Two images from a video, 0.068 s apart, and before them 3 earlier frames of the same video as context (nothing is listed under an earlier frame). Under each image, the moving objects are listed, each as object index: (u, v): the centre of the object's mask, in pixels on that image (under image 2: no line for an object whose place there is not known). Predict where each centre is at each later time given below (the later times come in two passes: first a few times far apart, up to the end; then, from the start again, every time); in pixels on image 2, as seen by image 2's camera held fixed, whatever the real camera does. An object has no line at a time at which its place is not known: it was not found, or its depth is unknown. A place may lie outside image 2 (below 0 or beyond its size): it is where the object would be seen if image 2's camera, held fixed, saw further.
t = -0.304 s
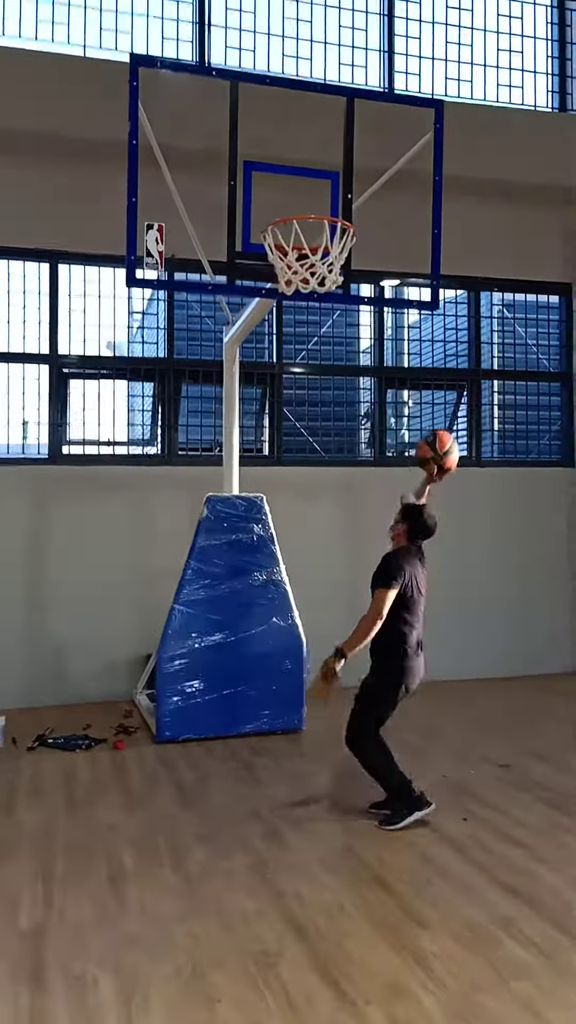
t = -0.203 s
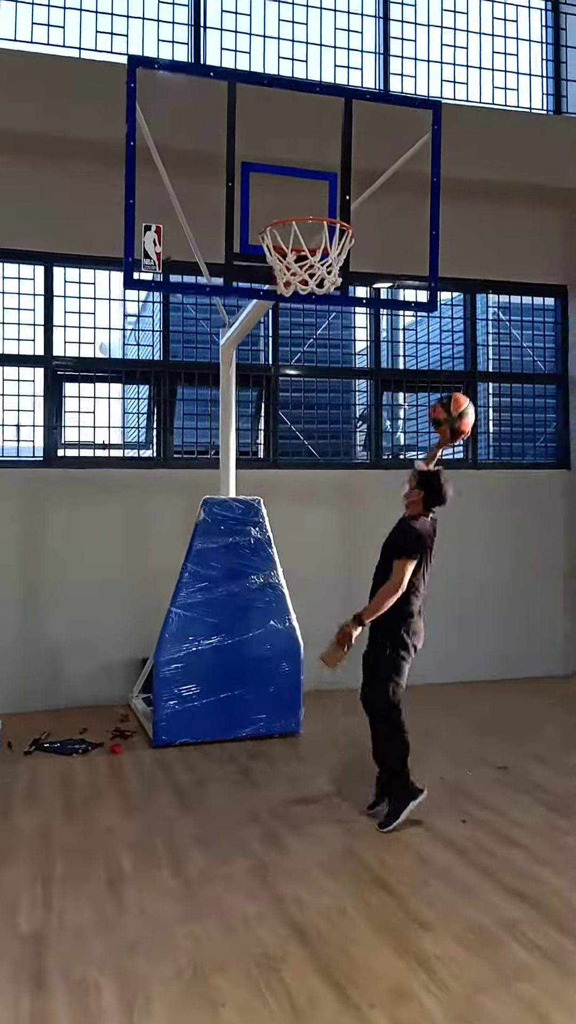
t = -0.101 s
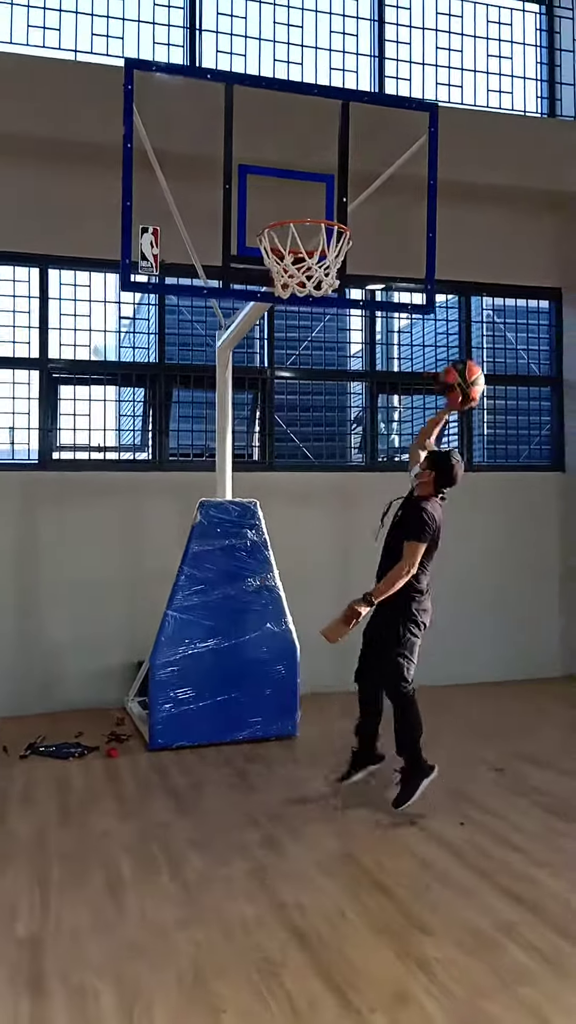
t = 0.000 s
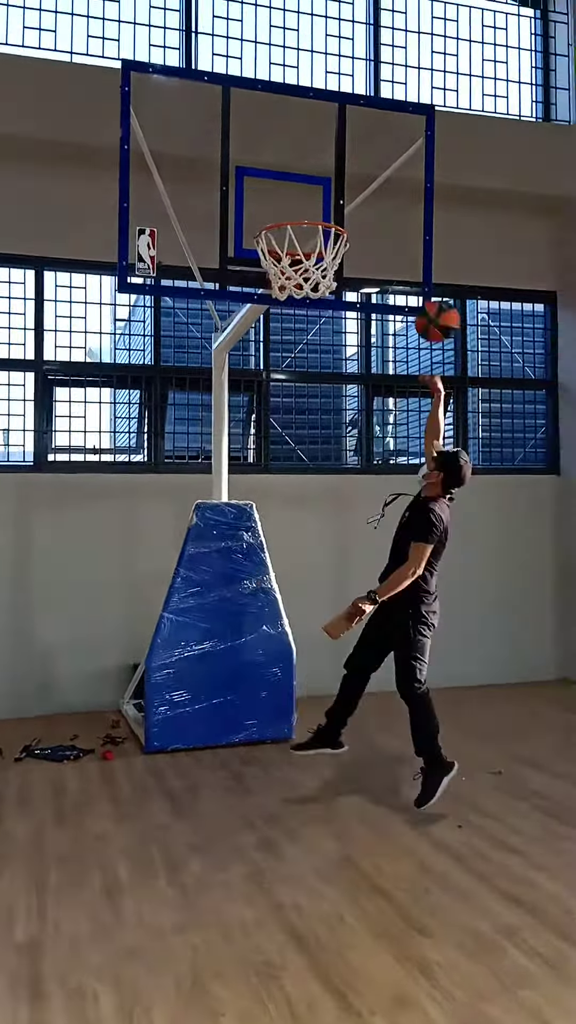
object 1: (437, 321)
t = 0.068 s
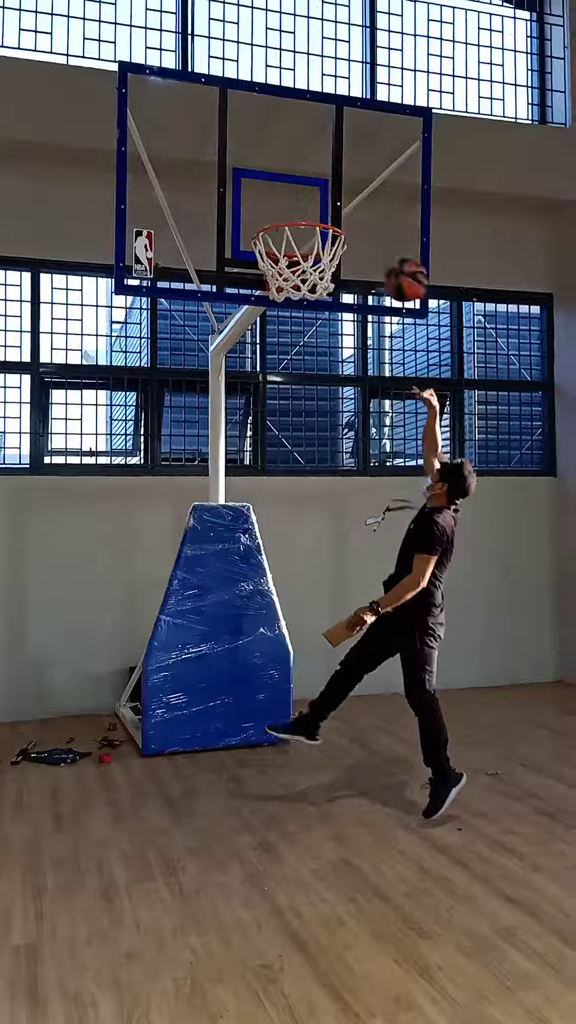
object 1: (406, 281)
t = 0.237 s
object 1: (351, 218)
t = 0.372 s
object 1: (335, 206)
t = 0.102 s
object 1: (392, 265)
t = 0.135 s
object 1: (379, 249)
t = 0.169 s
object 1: (366, 237)
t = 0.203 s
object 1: (356, 225)
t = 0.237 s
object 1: (351, 218)
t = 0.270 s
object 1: (348, 213)
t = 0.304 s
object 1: (344, 209)
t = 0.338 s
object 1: (338, 207)
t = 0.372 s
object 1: (335, 206)
